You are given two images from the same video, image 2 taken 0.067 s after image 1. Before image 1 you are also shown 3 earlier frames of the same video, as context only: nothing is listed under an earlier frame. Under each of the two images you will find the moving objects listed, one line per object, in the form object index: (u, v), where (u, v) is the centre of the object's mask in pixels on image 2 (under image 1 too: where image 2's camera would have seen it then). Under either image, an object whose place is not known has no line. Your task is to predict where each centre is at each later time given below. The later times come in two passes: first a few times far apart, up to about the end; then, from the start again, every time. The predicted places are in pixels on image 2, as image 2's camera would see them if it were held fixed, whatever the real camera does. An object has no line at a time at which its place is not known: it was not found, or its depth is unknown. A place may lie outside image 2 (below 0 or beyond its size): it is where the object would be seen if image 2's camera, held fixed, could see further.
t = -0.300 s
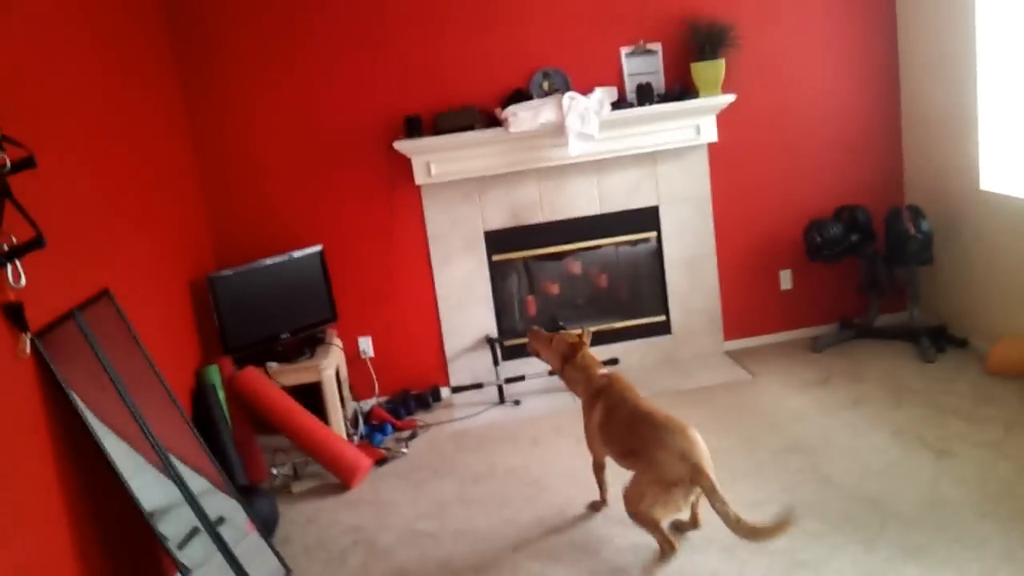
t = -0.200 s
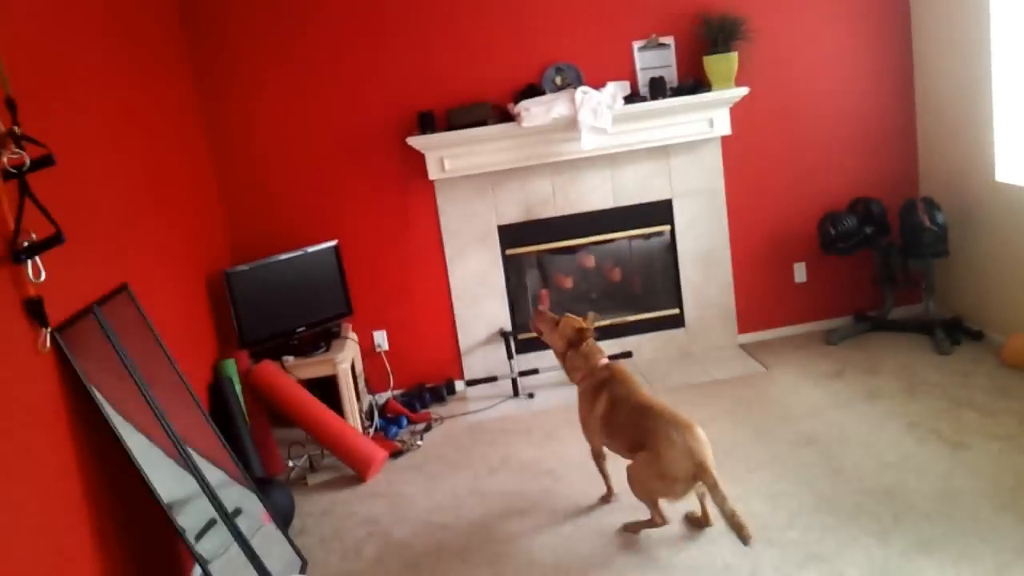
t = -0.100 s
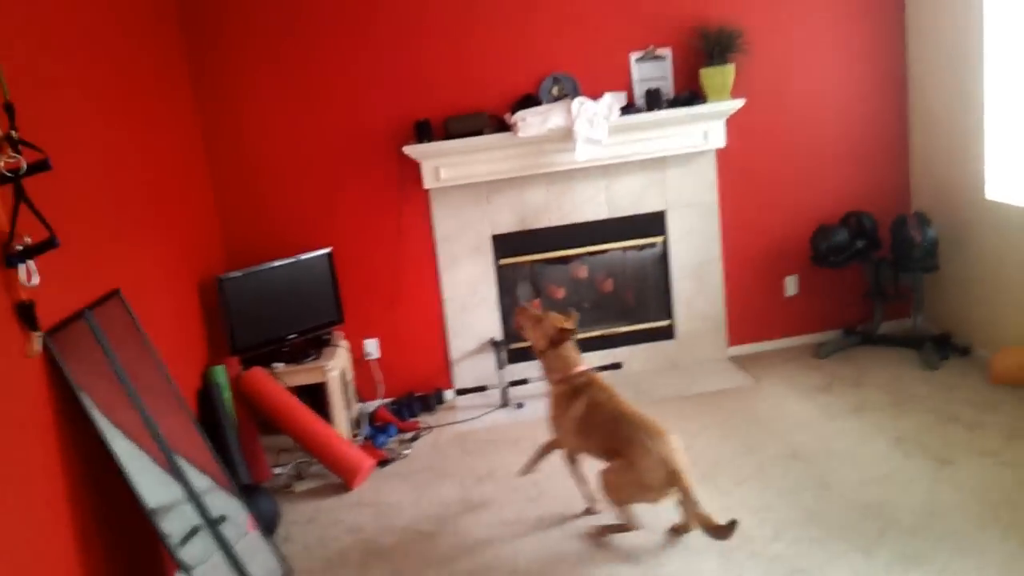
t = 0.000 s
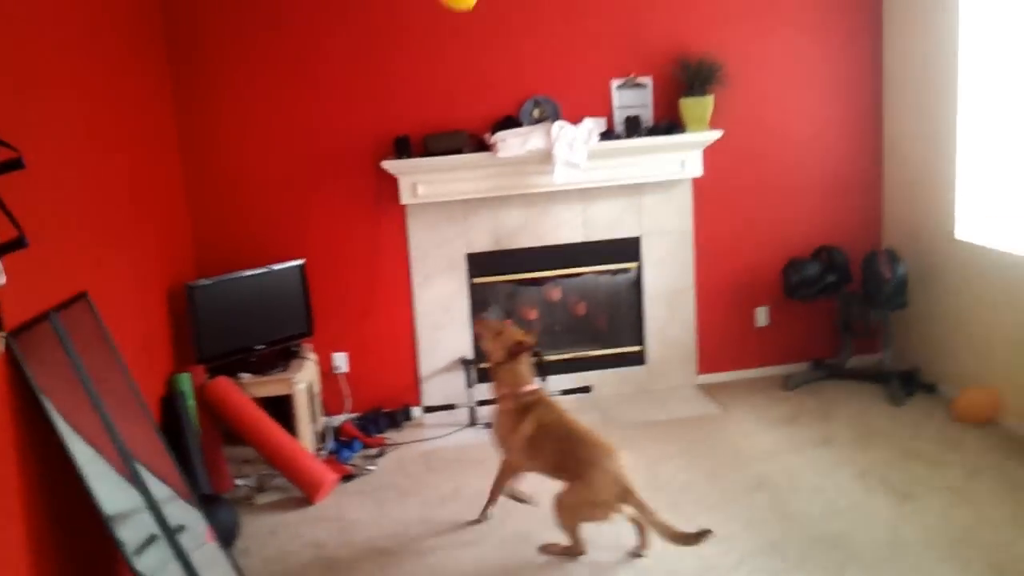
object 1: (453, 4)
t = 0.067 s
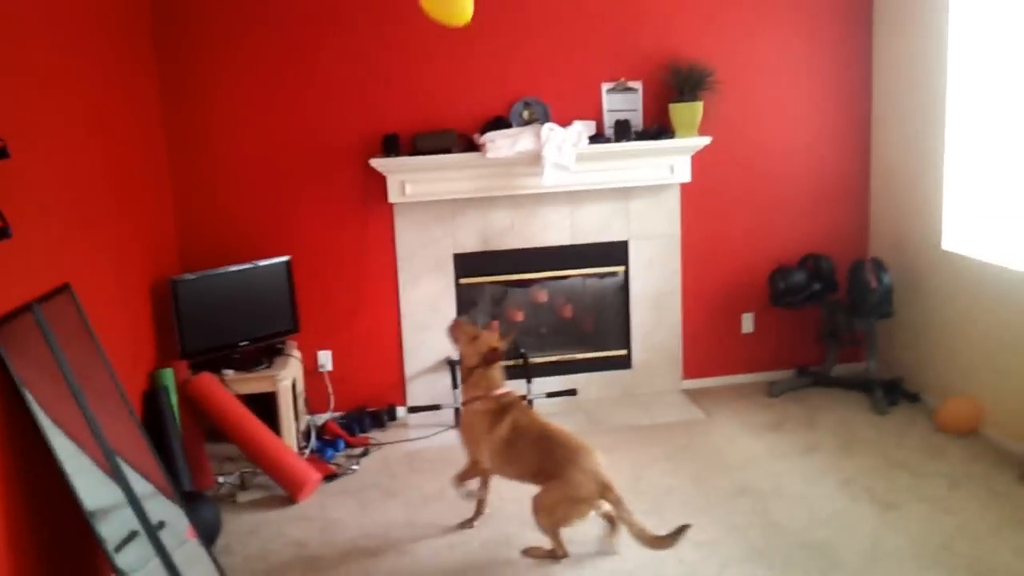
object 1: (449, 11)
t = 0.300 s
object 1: (447, 69)
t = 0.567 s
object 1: (468, 147)
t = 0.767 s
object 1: (492, 202)
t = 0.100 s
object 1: (446, 15)
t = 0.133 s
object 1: (444, 21)
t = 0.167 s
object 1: (444, 30)
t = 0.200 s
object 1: (444, 38)
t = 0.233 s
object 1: (445, 48)
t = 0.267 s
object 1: (446, 59)
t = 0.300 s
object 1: (447, 69)
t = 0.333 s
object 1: (449, 79)
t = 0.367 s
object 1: (451, 90)
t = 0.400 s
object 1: (453, 100)
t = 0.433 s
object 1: (456, 110)
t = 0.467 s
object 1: (458, 119)
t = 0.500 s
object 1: (462, 128)
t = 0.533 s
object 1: (465, 137)
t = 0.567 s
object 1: (468, 147)
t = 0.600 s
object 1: (472, 156)
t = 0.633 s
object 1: (477, 165)
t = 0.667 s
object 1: (481, 174)
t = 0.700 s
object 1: (485, 183)
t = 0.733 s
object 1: (488, 192)
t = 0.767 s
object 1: (492, 202)
